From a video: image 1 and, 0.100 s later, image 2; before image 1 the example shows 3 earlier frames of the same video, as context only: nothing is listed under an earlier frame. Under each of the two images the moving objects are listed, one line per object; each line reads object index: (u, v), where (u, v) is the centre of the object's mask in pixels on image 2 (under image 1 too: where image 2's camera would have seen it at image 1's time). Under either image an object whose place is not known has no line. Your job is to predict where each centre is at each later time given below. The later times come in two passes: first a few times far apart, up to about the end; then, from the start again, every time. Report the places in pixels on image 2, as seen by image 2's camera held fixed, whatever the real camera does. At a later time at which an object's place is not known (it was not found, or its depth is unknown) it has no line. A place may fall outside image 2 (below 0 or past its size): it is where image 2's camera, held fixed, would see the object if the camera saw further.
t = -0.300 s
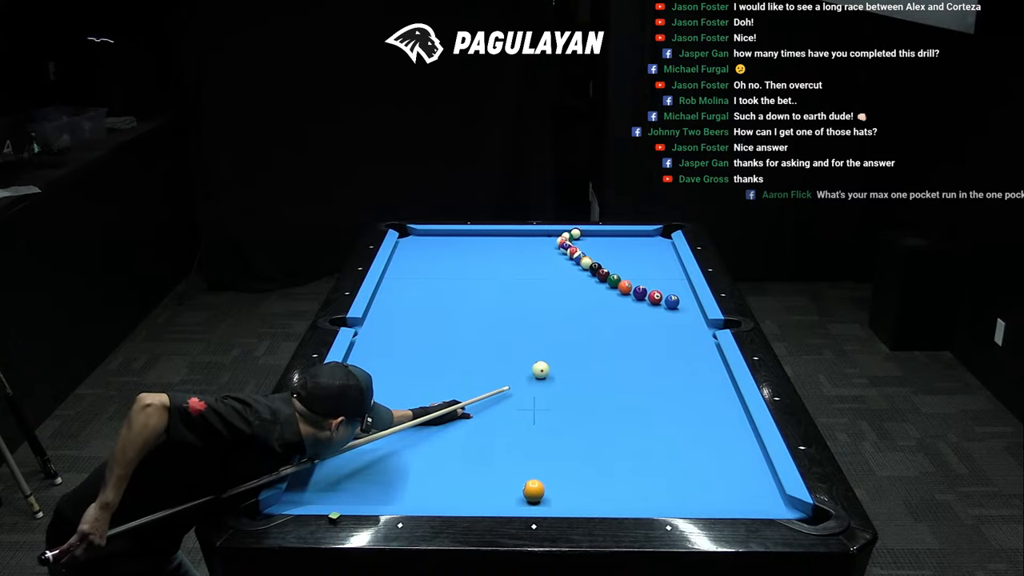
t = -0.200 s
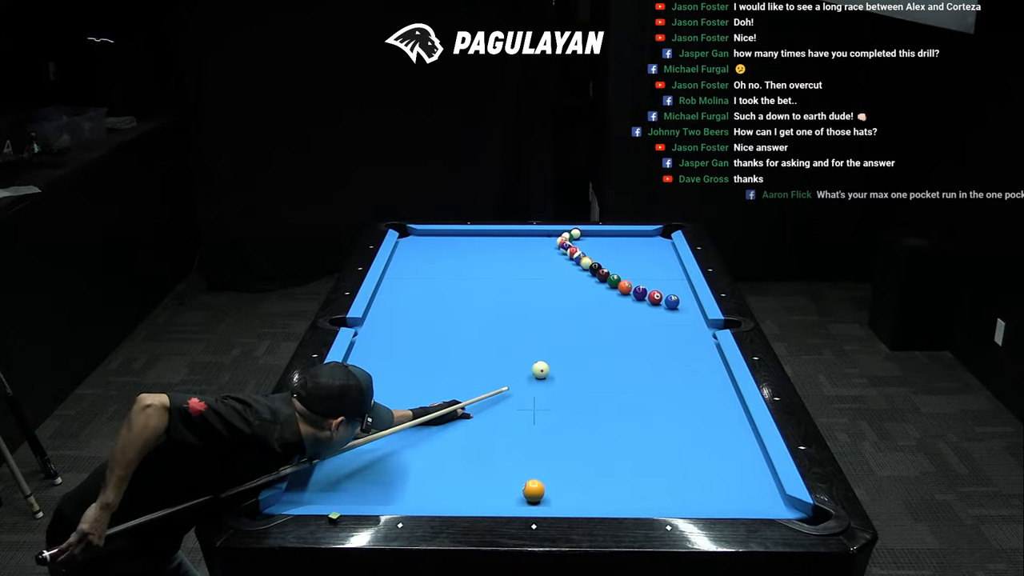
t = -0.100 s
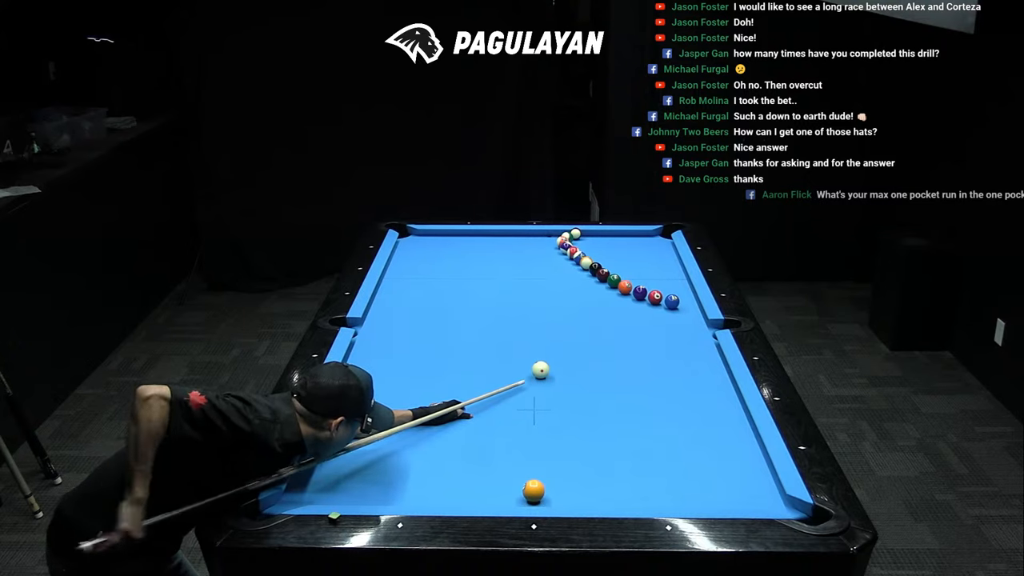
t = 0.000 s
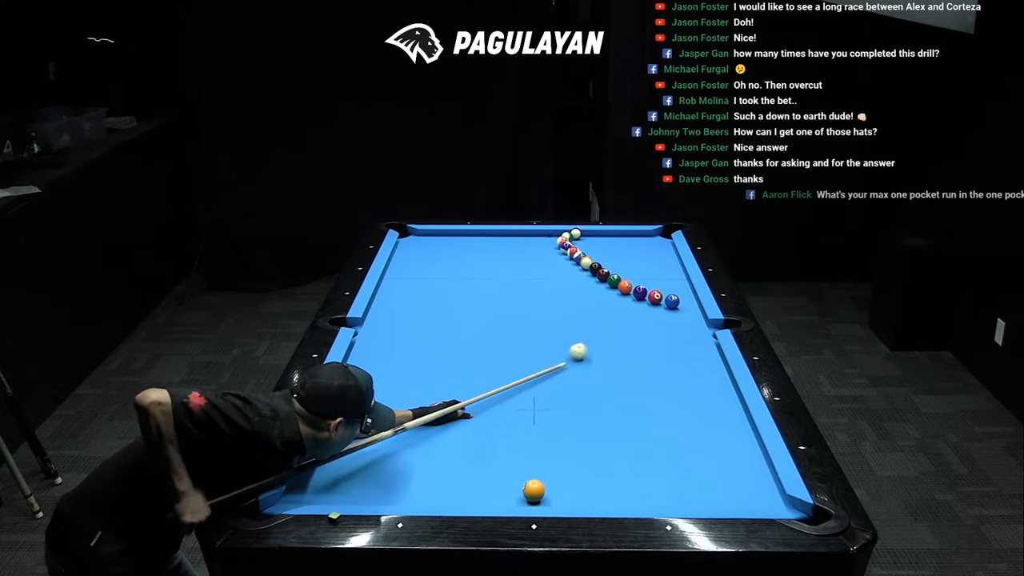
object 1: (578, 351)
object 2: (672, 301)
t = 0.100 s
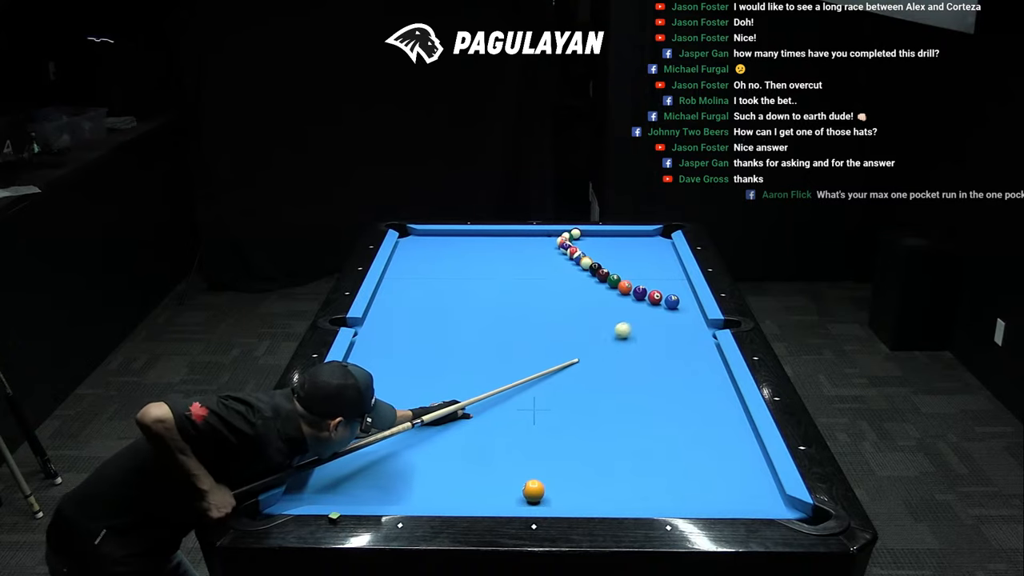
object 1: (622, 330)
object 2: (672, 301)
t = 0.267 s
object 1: (680, 306)
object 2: (671, 297)
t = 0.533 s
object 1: (664, 313)
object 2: (669, 268)
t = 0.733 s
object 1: (637, 319)
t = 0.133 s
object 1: (635, 324)
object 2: (672, 301)
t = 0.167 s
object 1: (648, 318)
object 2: (672, 301)
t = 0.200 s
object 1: (659, 312)
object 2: (672, 301)
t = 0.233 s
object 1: (670, 307)
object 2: (672, 298)
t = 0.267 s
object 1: (680, 306)
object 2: (671, 297)
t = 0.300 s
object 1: (690, 306)
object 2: (671, 293)
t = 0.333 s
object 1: (693, 307)
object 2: (671, 289)
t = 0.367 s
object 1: (687, 308)
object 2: (670, 285)
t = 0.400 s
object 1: (682, 309)
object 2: (670, 281)
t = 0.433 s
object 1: (677, 310)
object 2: (670, 277)
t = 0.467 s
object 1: (673, 311)
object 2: (669, 274)
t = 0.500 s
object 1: (669, 312)
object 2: (669, 271)
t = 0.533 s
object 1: (664, 313)
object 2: (669, 268)
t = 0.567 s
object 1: (659, 314)
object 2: (668, 265)
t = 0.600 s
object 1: (655, 315)
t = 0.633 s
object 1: (650, 316)
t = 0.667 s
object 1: (646, 317)
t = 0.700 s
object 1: (641, 318)
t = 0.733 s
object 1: (637, 319)
